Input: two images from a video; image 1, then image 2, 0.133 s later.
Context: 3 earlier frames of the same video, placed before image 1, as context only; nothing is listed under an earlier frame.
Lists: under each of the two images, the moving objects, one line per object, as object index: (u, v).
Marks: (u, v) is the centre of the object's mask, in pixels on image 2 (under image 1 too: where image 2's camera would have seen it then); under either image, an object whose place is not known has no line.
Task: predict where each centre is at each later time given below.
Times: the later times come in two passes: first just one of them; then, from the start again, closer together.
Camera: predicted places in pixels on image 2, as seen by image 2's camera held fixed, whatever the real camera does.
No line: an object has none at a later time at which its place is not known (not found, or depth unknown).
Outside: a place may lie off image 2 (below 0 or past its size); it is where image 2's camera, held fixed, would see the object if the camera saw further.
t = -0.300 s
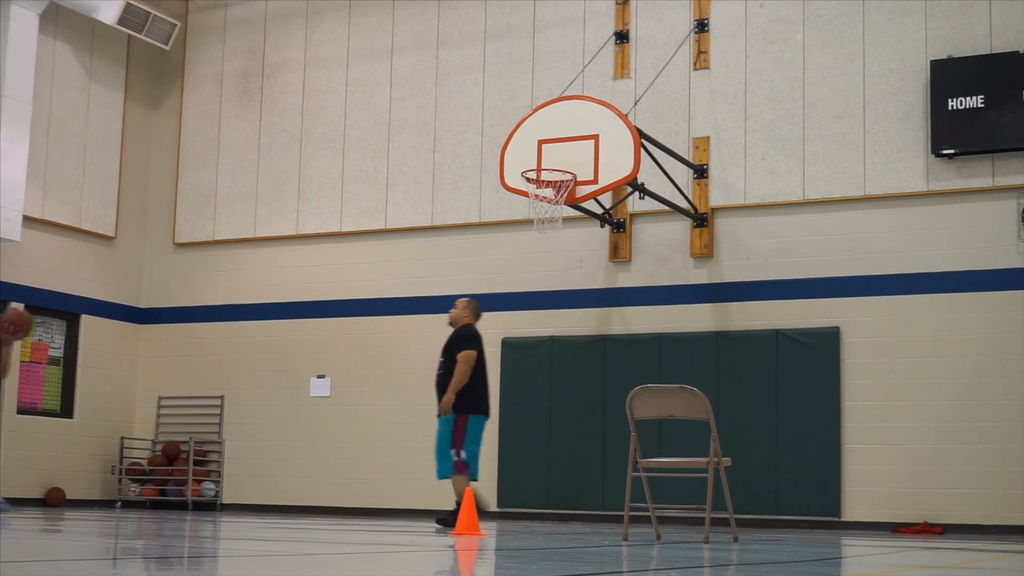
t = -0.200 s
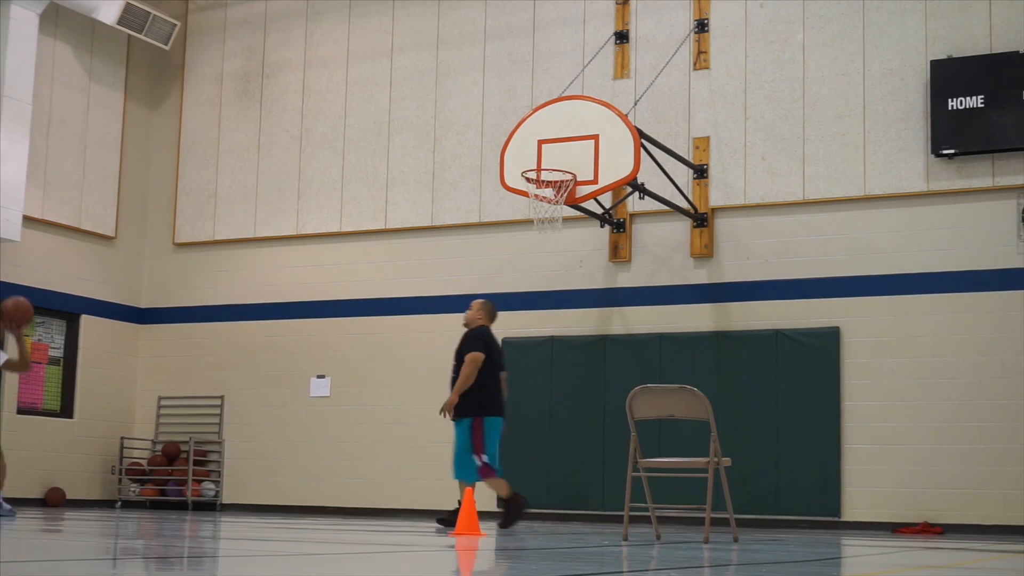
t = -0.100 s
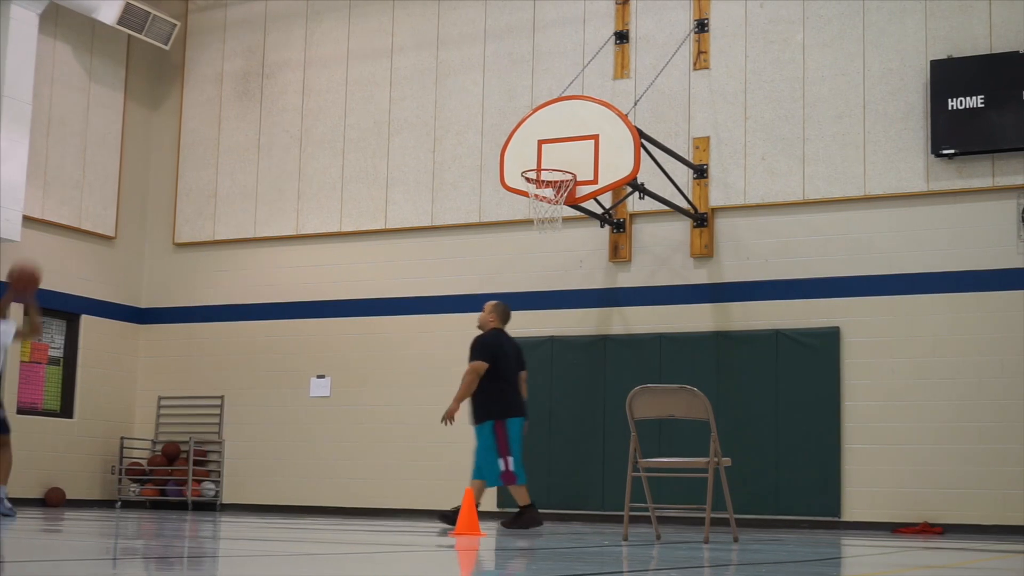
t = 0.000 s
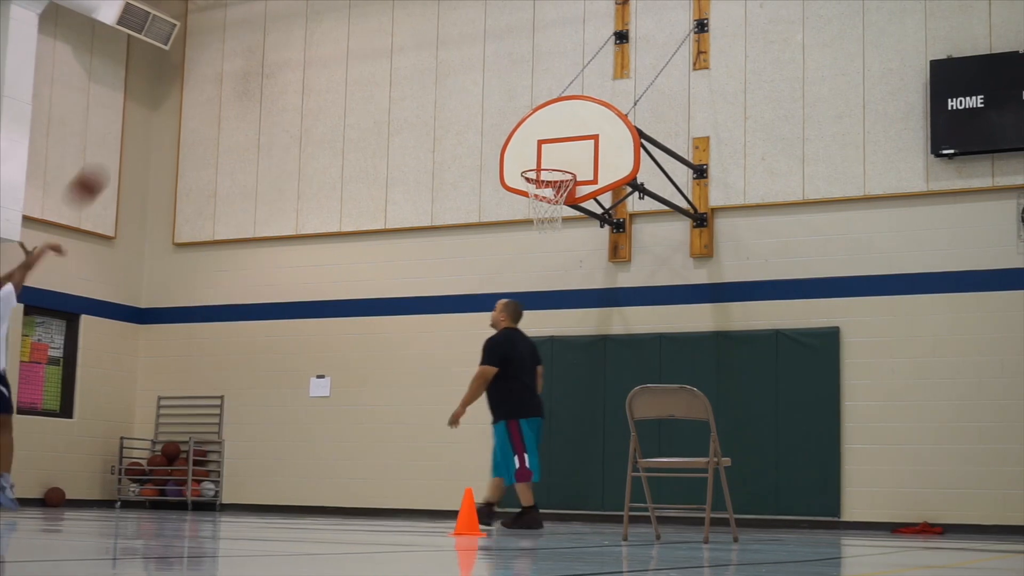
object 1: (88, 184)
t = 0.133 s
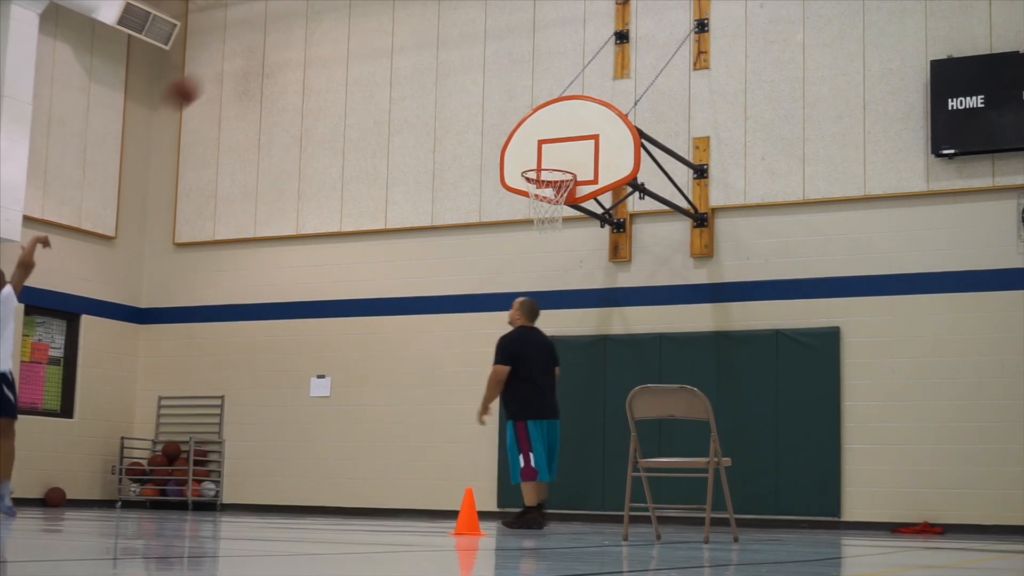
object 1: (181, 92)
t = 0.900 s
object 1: (565, 208)
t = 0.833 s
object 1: (546, 175)
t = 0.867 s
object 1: (552, 197)
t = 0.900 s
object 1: (565, 208)
